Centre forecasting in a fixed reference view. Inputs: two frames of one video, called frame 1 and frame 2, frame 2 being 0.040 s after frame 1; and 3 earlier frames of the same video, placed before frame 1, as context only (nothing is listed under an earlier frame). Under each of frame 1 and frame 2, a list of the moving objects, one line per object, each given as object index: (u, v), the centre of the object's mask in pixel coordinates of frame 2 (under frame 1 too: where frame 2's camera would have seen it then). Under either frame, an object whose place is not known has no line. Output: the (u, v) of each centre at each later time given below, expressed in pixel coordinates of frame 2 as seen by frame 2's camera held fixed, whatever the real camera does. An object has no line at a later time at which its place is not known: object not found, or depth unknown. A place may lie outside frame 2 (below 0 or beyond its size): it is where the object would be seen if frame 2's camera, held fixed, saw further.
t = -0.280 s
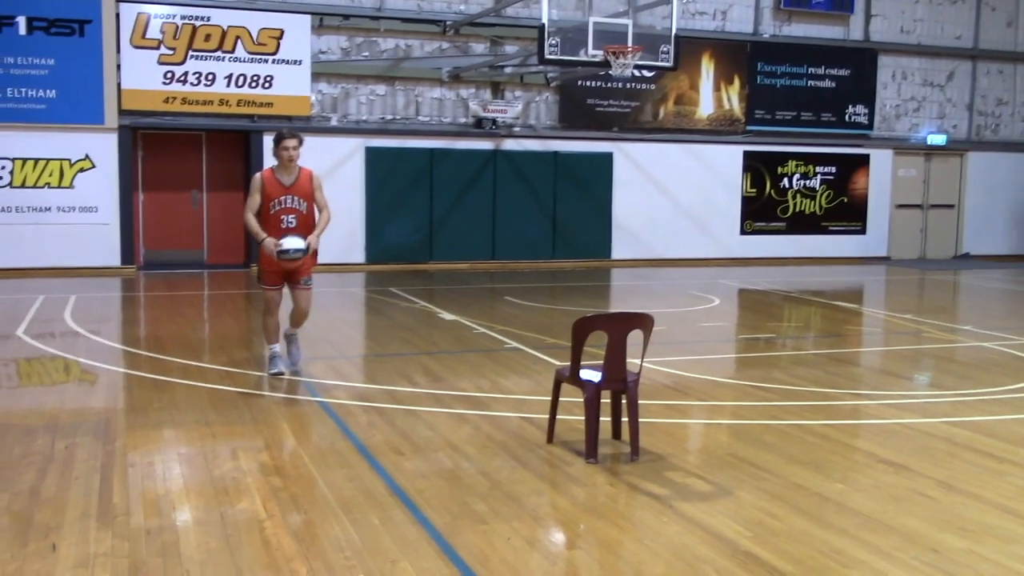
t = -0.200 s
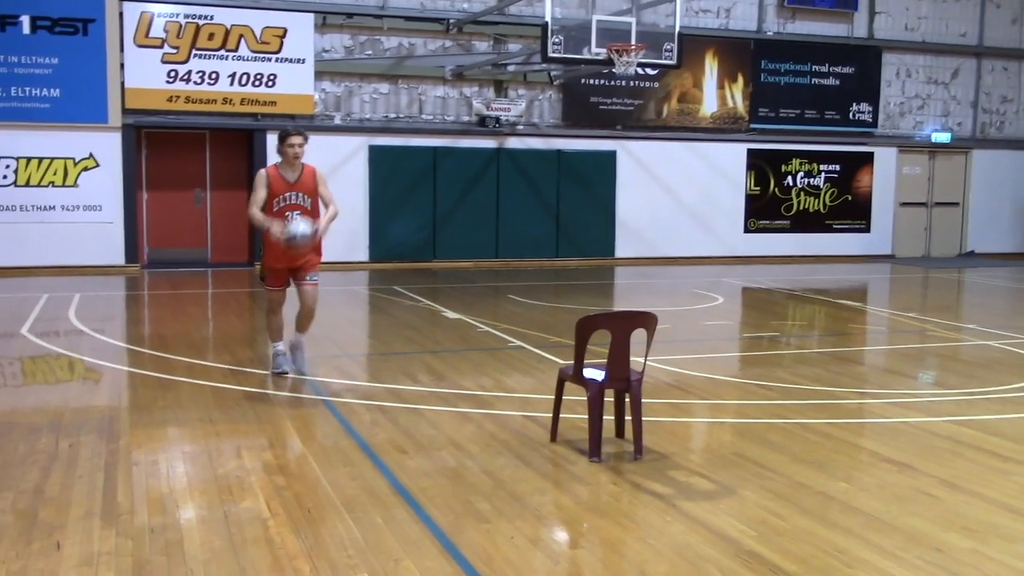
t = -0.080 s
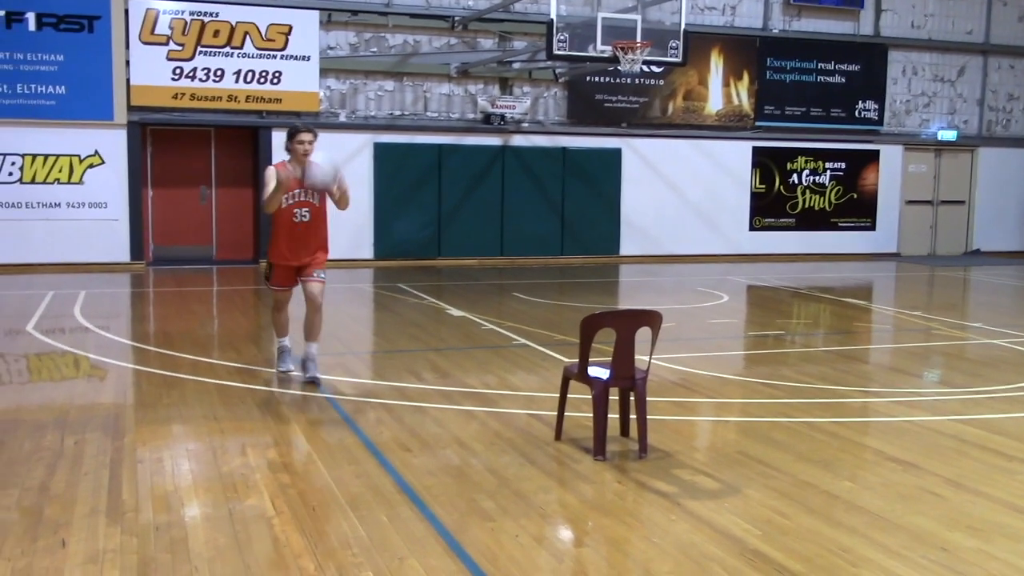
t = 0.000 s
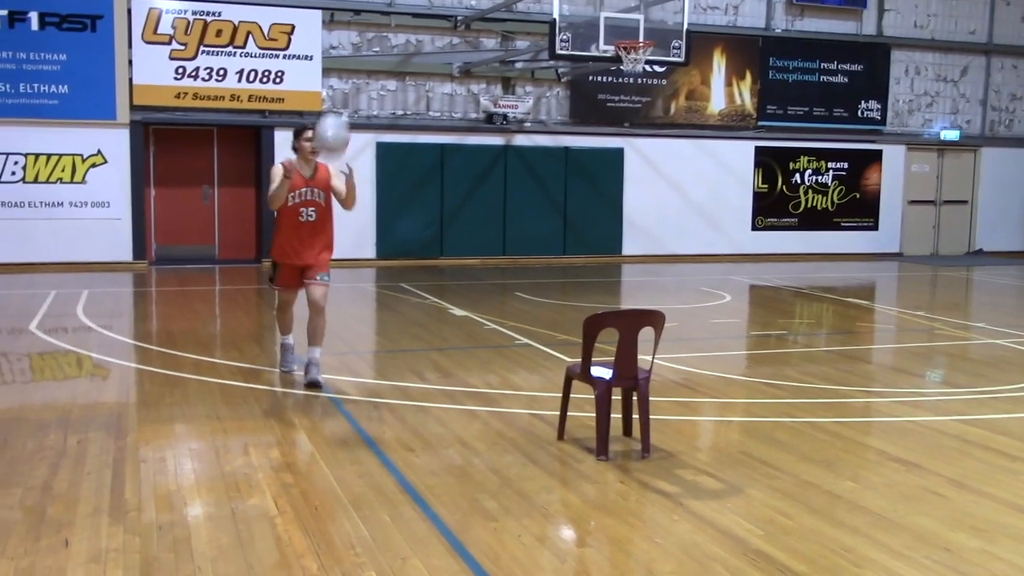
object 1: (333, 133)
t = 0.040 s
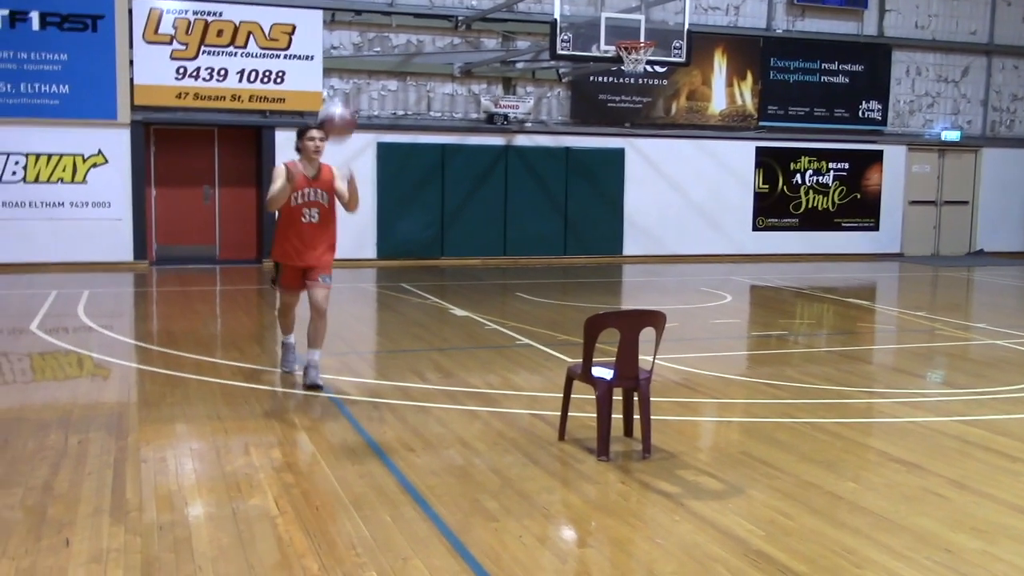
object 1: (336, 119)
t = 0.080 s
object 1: (342, 106)
